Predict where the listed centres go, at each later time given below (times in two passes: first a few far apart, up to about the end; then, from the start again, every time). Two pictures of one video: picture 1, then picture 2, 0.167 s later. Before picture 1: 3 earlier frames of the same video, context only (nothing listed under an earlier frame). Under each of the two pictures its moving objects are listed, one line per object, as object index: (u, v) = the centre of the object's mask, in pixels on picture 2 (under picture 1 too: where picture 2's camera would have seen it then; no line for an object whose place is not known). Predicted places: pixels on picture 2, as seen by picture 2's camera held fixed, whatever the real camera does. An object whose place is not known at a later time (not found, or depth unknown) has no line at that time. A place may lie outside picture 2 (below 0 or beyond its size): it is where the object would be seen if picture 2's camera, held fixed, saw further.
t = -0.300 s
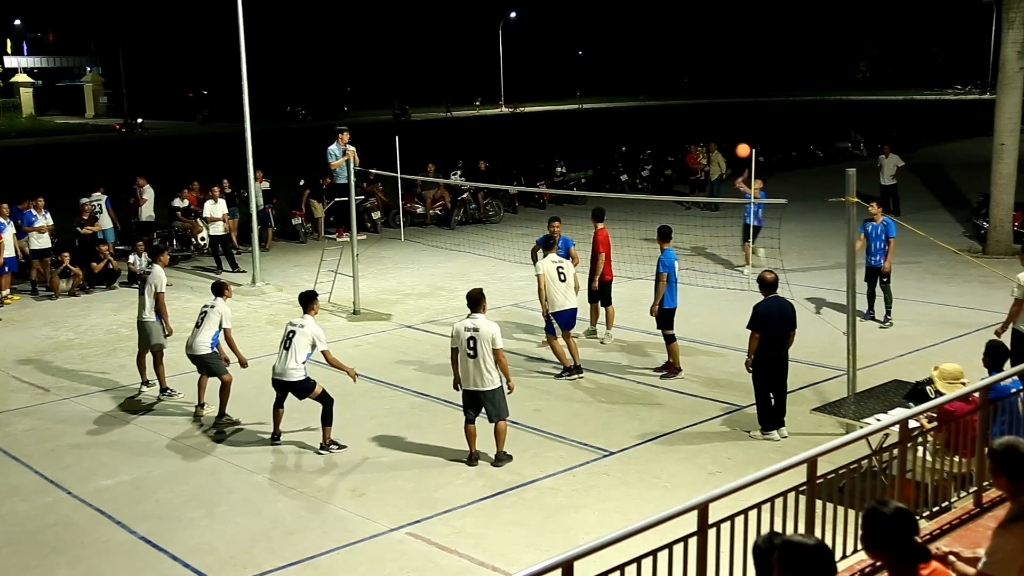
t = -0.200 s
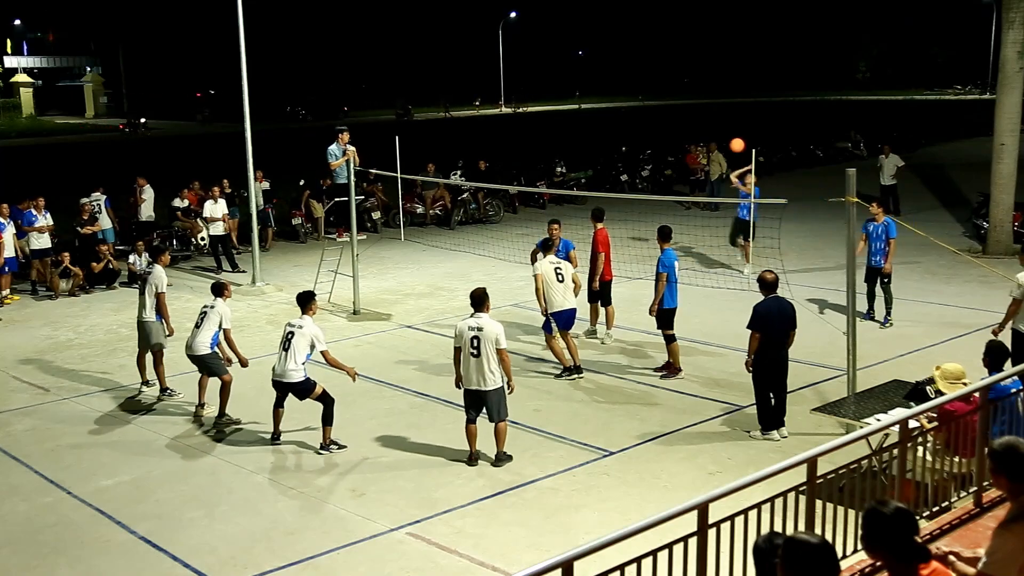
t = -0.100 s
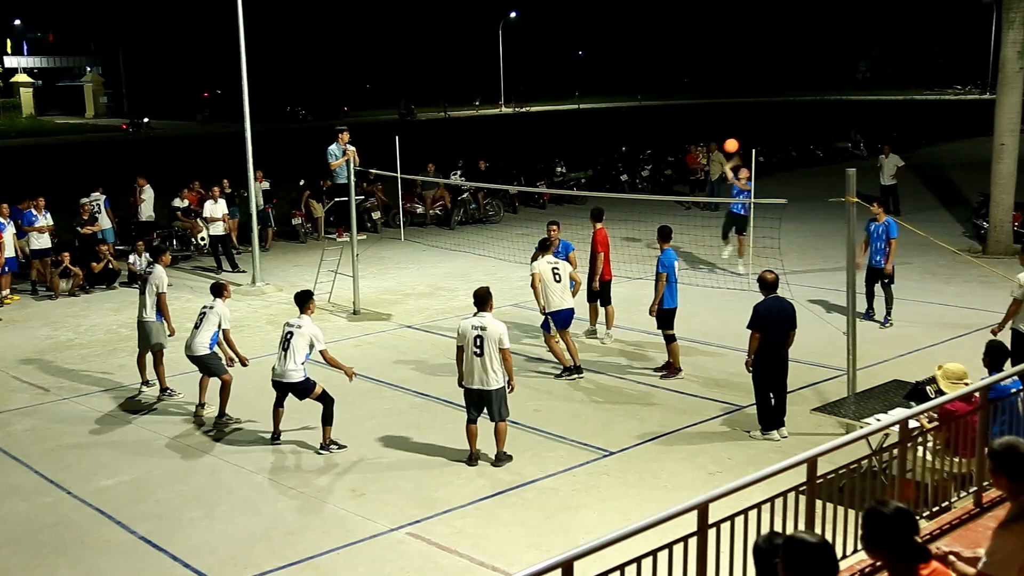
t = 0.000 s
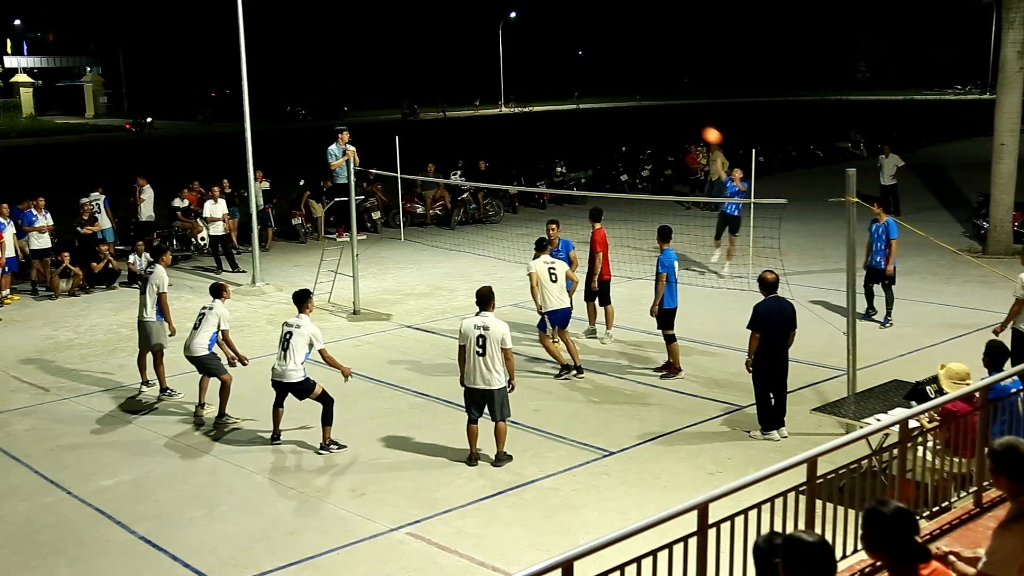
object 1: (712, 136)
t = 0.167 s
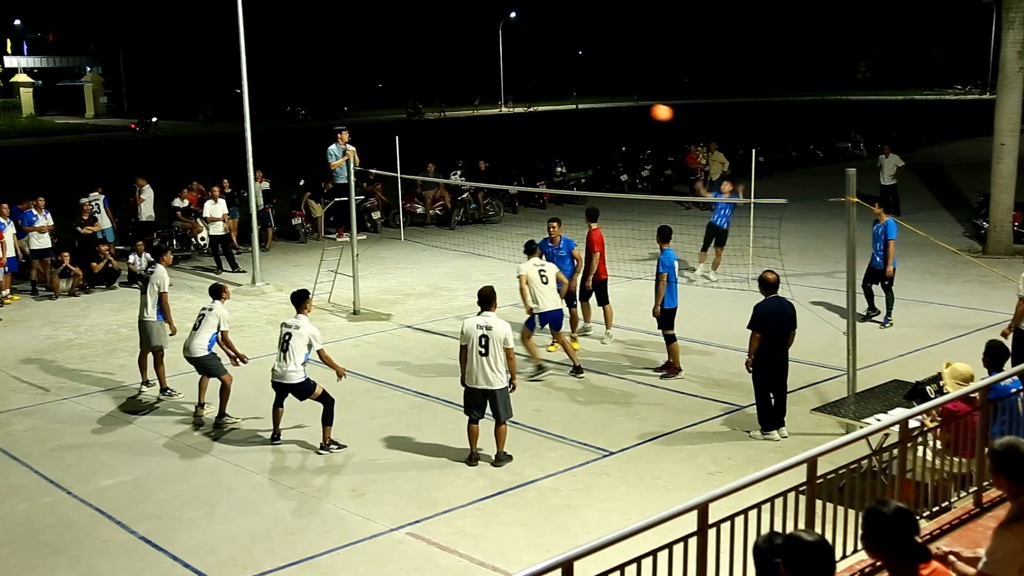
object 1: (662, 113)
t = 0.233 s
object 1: (639, 109)
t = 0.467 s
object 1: (560, 125)
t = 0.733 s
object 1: (471, 203)
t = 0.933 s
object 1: (402, 310)
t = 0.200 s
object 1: (650, 110)
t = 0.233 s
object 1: (639, 109)
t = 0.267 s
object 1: (628, 109)
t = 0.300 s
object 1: (617, 109)
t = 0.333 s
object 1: (606, 110)
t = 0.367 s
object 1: (594, 113)
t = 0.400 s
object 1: (583, 116)
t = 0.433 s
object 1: (571, 120)
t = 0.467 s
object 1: (560, 125)
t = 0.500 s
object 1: (549, 131)
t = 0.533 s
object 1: (537, 139)
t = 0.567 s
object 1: (526, 146)
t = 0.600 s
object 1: (514, 156)
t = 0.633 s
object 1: (503, 166)
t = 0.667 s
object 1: (494, 174)
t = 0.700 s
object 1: (481, 189)
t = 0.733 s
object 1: (471, 203)
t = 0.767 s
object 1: (460, 217)
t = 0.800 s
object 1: (448, 233)
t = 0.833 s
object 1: (437, 249)
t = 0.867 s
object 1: (425, 269)
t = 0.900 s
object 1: (414, 288)
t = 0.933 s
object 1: (402, 310)
